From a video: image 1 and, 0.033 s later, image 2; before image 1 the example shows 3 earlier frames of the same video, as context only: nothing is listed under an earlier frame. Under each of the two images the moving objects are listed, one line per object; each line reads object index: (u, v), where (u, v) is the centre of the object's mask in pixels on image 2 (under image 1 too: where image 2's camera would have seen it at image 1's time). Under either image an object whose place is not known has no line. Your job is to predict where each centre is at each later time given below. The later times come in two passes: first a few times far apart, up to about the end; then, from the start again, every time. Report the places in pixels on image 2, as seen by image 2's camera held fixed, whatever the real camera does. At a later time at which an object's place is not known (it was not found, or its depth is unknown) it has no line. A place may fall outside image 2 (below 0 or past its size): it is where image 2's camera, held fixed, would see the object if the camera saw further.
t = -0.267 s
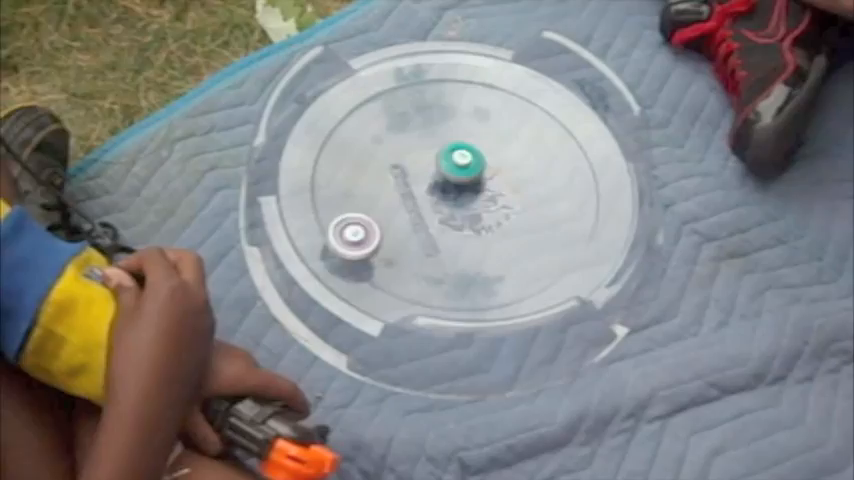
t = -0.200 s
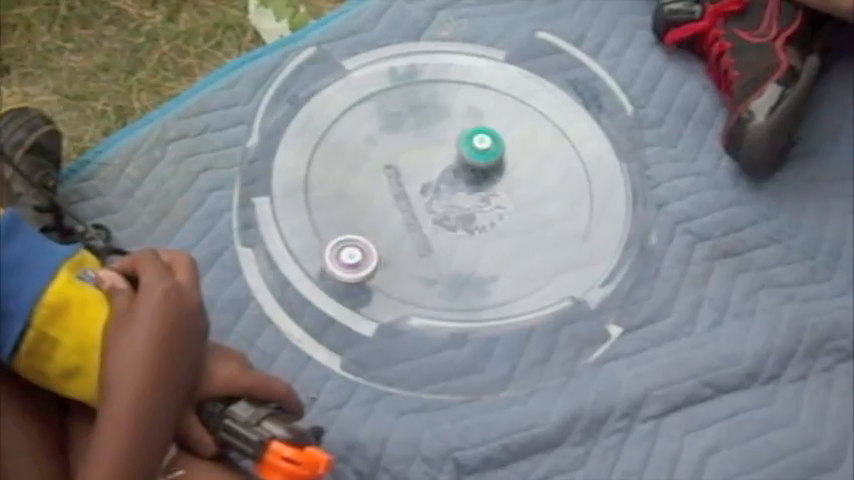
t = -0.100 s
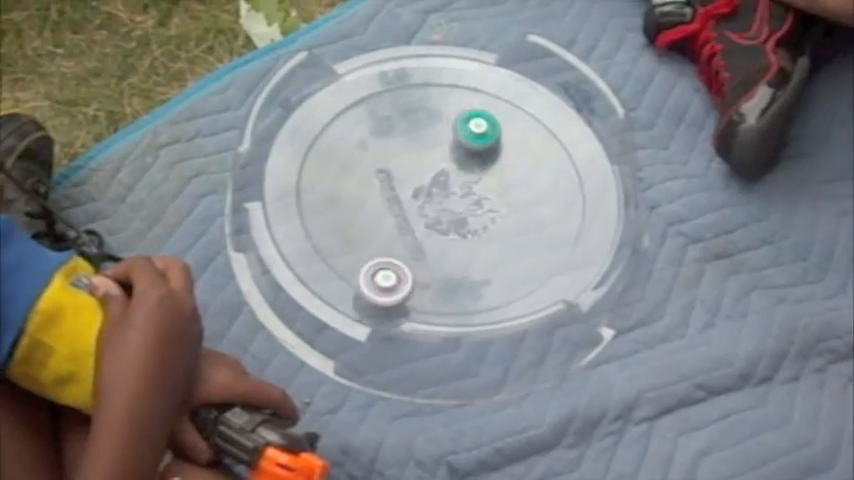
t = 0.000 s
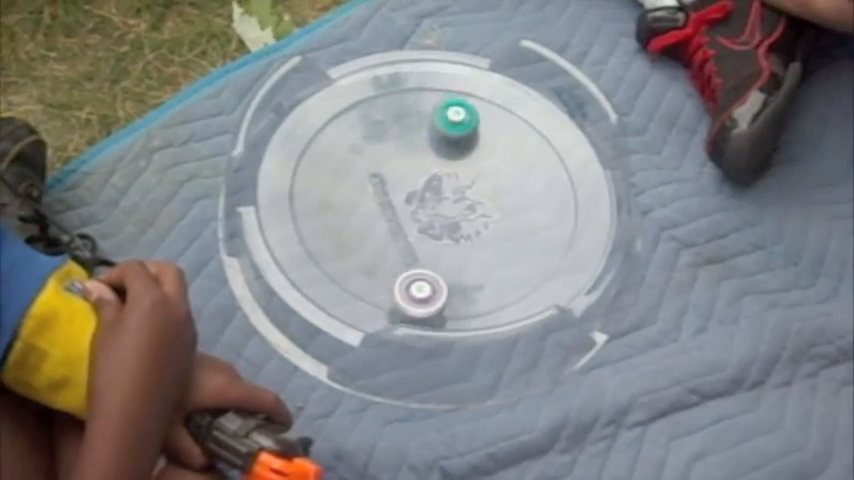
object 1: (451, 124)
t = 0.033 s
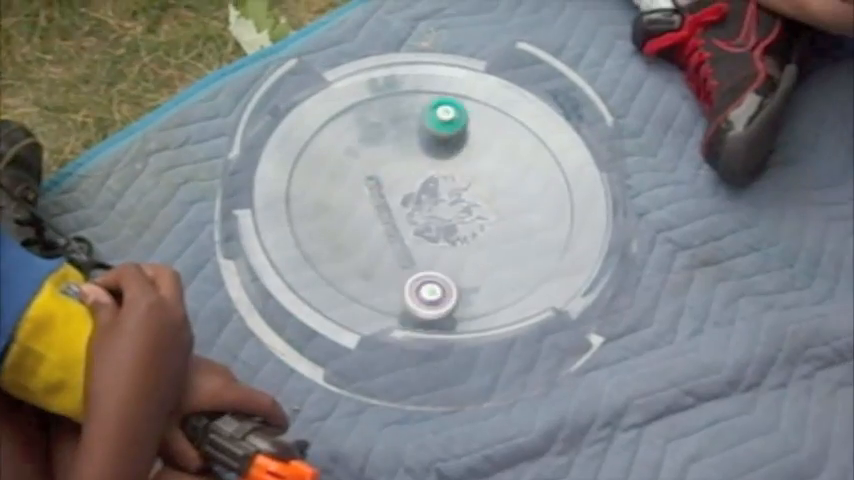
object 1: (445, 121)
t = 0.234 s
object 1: (402, 132)
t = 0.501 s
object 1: (410, 195)
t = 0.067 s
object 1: (438, 118)
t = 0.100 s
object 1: (430, 118)
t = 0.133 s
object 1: (422, 119)
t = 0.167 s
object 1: (414, 123)
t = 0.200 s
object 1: (407, 126)
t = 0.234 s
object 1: (402, 132)
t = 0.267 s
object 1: (397, 139)
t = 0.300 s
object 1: (395, 147)
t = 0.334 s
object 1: (394, 156)
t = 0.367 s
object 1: (395, 164)
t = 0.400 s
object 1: (397, 173)
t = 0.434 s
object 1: (400, 181)
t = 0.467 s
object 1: (404, 188)
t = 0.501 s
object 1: (410, 195)
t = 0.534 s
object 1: (416, 202)
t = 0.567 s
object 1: (424, 208)
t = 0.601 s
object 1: (432, 212)
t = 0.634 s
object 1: (439, 216)
